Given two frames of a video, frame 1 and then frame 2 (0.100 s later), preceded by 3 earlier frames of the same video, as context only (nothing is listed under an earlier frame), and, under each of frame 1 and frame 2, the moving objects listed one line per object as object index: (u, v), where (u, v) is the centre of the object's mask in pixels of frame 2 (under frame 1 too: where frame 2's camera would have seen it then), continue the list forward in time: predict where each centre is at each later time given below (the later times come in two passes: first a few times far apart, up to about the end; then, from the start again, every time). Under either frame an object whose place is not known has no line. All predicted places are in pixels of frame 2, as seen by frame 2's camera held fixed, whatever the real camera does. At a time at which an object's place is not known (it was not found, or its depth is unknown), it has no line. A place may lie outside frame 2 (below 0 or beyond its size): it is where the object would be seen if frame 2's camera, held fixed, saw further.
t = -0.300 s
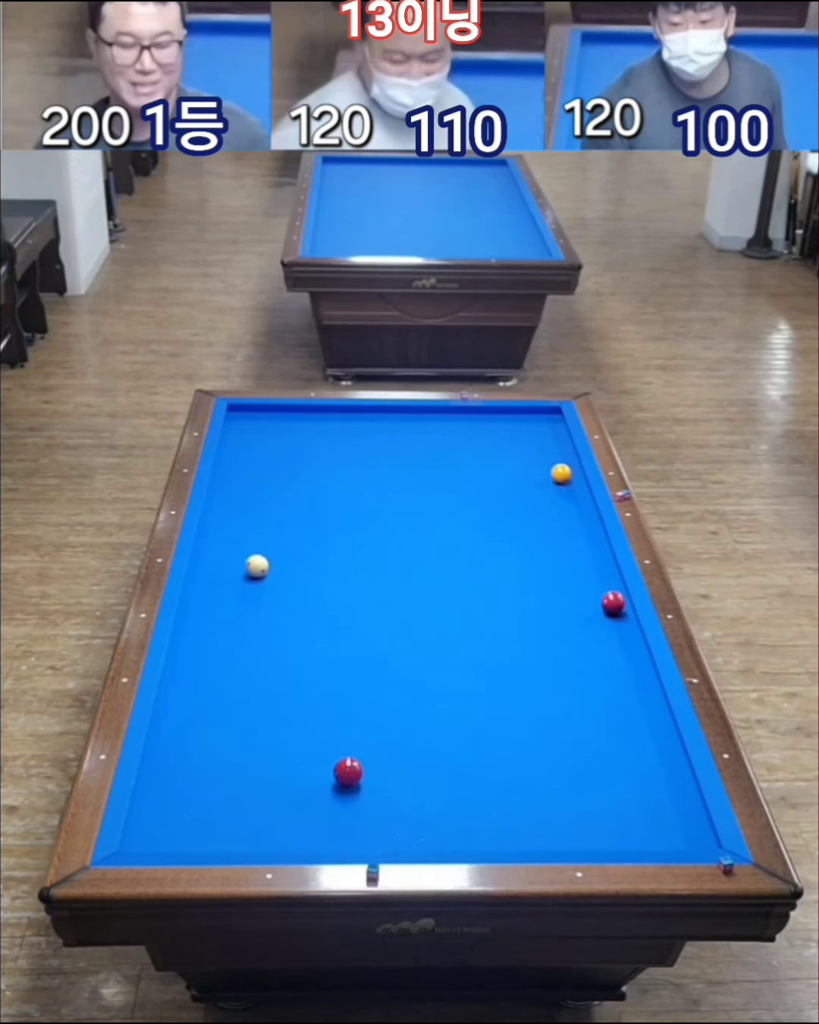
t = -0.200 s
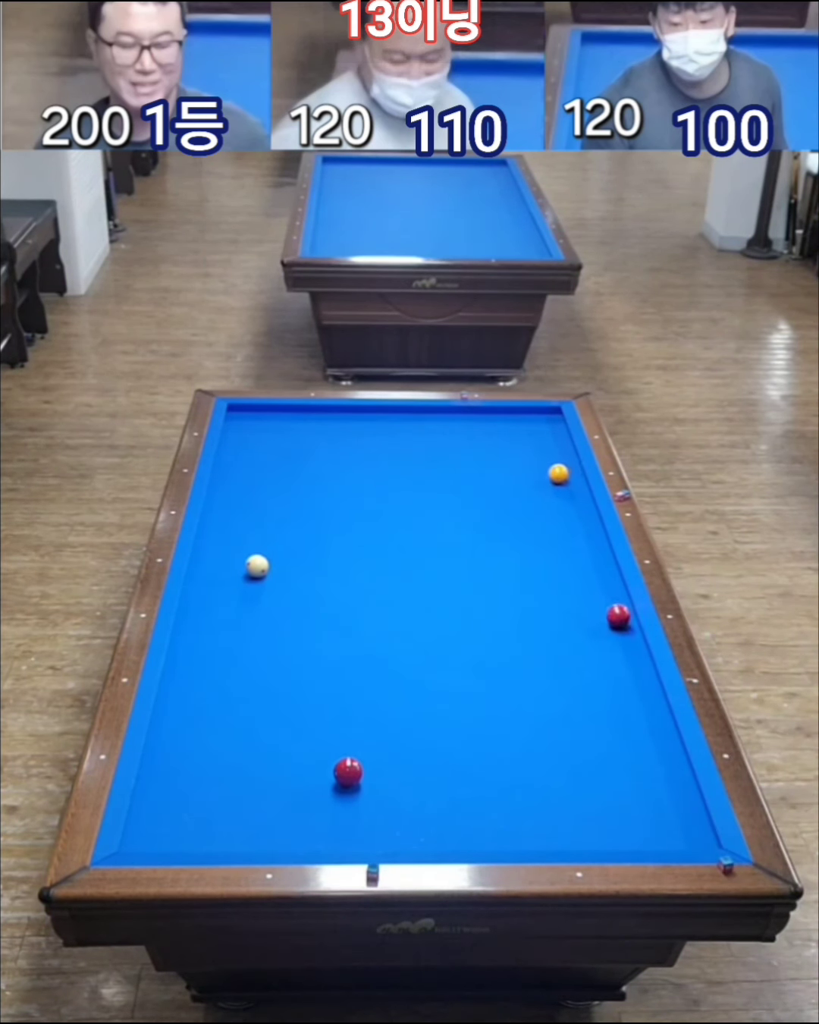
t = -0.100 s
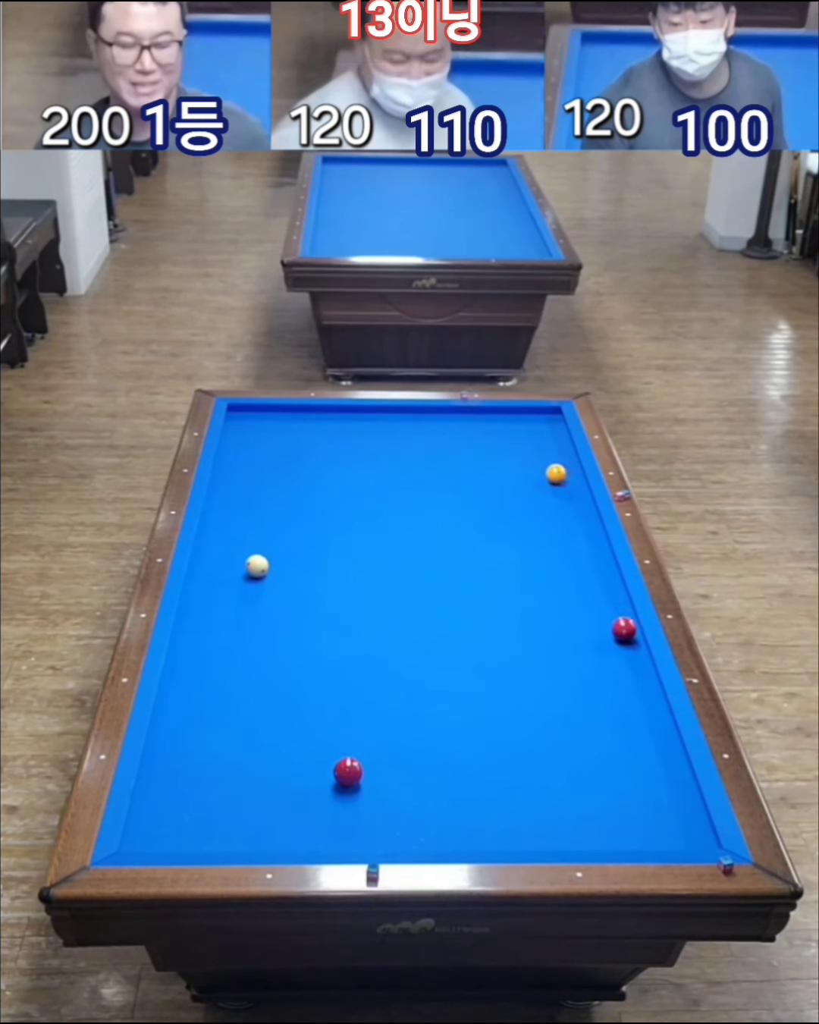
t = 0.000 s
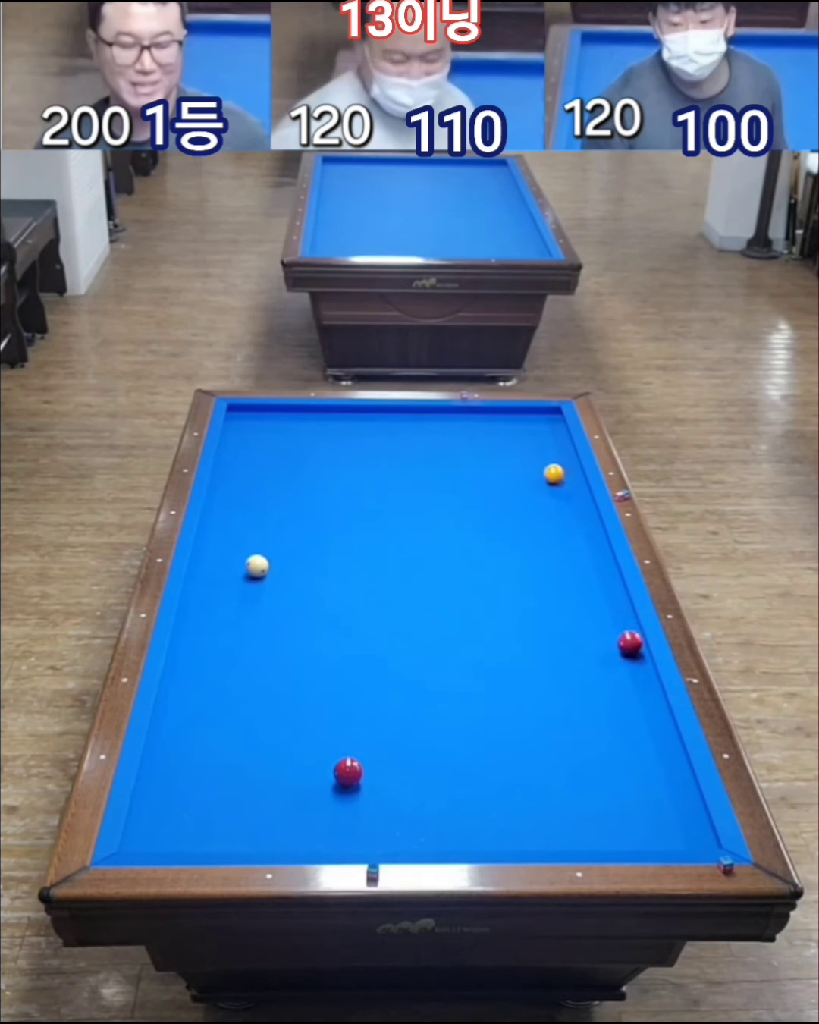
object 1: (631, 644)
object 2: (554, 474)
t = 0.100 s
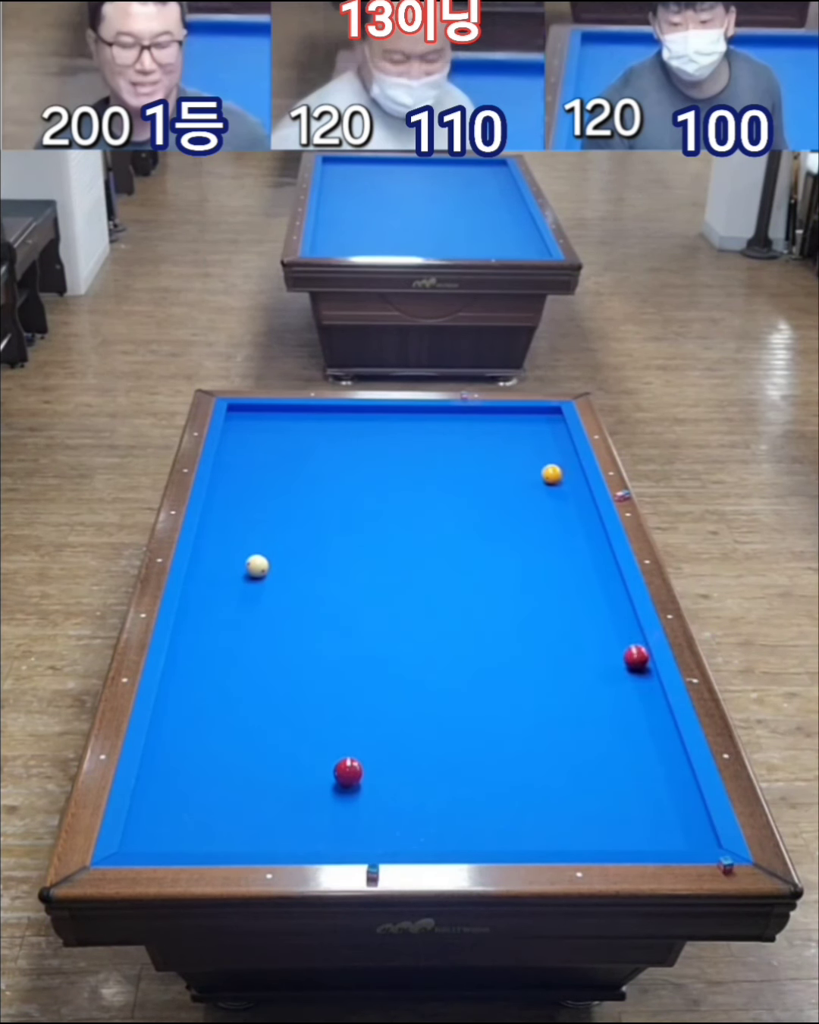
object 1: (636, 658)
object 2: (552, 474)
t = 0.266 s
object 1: (648, 684)
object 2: (548, 475)
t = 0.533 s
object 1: (661, 726)
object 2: (544, 475)
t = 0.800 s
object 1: (674, 771)
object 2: (540, 475)
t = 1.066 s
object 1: (687, 820)
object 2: (537, 476)
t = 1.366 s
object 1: (687, 826)
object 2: (534, 476)
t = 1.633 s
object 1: (678, 800)
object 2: (533, 476)
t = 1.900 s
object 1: (669, 777)
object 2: (532, 476)
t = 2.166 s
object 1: (661, 755)
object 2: (532, 476)
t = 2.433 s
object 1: (654, 735)
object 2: (533, 476)
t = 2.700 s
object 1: (647, 717)
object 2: (533, 476)
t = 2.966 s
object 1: (641, 701)
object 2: (533, 476)
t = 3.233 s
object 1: (635, 685)
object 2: (533, 476)
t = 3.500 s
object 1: (630, 670)
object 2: (532, 476)
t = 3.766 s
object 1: (624, 657)
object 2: (533, 476)
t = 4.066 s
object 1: (618, 643)
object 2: (532, 476)
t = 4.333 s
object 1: (613, 632)
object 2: (532, 476)
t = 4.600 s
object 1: (609, 621)
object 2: (532, 476)
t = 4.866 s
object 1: (605, 611)
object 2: (532, 476)
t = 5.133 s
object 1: (601, 603)
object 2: (532, 476)
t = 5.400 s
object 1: (597, 595)
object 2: (533, 476)
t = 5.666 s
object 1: (593, 587)
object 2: (532, 476)
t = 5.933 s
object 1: (591, 580)
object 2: (533, 476)
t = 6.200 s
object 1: (590, 573)
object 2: (532, 476)
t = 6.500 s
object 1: (589, 567)
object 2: (532, 476)
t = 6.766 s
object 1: (588, 562)
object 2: (532, 476)
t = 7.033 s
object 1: (588, 557)
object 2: (532, 476)
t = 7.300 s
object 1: (588, 553)
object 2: (532, 476)
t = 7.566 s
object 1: (588, 550)
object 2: (532, 476)
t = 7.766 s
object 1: (588, 548)
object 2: (532, 476)
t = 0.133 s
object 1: (639, 664)
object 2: (551, 475)
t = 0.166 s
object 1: (641, 669)
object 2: (550, 475)
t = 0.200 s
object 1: (644, 674)
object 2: (550, 474)
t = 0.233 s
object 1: (646, 679)
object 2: (549, 474)
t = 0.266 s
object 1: (648, 684)
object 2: (548, 475)
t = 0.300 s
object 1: (650, 689)
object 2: (548, 475)
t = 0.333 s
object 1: (652, 694)
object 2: (547, 475)
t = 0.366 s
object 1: (654, 699)
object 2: (547, 474)
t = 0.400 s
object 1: (656, 705)
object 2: (546, 475)
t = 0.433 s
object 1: (657, 710)
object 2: (545, 475)
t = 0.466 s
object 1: (659, 715)
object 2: (545, 475)
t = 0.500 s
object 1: (660, 720)
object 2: (544, 475)
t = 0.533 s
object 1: (661, 726)
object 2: (544, 475)
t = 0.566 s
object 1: (663, 730)
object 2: (543, 475)
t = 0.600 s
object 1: (665, 737)
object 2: (543, 475)
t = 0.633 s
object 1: (666, 742)
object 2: (542, 475)
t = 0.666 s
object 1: (668, 748)
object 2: (542, 475)
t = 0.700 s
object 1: (668, 752)
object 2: (541, 475)
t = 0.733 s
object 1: (670, 758)
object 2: (541, 475)
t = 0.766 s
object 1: (672, 765)
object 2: (540, 475)
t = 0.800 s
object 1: (674, 771)
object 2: (540, 475)
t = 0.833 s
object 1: (675, 777)
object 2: (539, 475)
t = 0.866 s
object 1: (677, 782)
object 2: (539, 475)
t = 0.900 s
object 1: (678, 789)
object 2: (539, 475)
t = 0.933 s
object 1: (680, 795)
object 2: (538, 475)
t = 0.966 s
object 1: (682, 801)
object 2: (538, 475)
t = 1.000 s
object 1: (684, 808)
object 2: (538, 475)
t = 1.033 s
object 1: (685, 814)
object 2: (537, 476)
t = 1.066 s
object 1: (687, 820)
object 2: (537, 476)
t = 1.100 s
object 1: (689, 826)
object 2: (537, 475)
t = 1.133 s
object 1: (690, 831)
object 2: (536, 476)
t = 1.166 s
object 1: (690, 834)
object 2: (536, 476)
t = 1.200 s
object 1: (692, 838)
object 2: (535, 476)
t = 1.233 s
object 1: (692, 838)
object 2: (535, 476)
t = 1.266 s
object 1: (690, 835)
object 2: (535, 476)
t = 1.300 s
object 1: (689, 832)
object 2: (535, 476)
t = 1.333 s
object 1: (689, 831)
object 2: (534, 476)
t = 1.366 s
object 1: (687, 826)
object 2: (534, 476)
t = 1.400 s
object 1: (686, 822)
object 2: (534, 476)
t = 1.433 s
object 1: (684, 819)
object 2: (534, 476)
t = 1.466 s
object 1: (683, 816)
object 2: (534, 476)
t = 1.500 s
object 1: (682, 813)
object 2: (534, 476)
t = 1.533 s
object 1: (681, 809)
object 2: (533, 476)
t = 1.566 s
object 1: (680, 806)
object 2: (533, 476)
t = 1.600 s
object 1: (679, 803)
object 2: (533, 476)
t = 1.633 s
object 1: (678, 800)
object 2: (533, 476)
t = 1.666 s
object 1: (677, 797)
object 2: (533, 476)
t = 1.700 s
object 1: (676, 794)
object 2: (533, 476)
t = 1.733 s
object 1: (675, 791)
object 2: (533, 476)
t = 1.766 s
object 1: (674, 788)
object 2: (533, 476)
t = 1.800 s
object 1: (673, 785)
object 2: (533, 476)
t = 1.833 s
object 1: (671, 782)
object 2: (533, 476)
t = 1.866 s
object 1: (670, 779)
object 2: (532, 476)
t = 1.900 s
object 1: (669, 777)
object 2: (532, 476)
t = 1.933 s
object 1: (668, 774)
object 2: (533, 476)
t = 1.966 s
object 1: (667, 771)
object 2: (533, 476)
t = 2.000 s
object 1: (667, 768)
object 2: (532, 476)
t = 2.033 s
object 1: (665, 766)
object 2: (533, 476)
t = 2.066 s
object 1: (664, 763)
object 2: (533, 476)
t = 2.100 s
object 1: (663, 760)
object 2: (532, 476)
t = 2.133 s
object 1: (662, 758)
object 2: (532, 476)
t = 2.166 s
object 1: (661, 755)
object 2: (532, 476)
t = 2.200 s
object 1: (660, 752)
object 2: (532, 476)
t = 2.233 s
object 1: (659, 750)
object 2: (532, 476)
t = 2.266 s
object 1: (659, 748)
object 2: (532, 476)
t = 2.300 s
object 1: (658, 745)
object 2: (532, 476)
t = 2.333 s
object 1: (656, 743)
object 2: (532, 476)
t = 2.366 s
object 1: (656, 740)
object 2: (533, 476)
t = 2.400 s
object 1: (655, 737)
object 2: (533, 476)
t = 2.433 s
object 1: (654, 735)
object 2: (533, 476)
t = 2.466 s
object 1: (653, 733)
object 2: (533, 476)
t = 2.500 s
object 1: (652, 730)
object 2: (533, 476)
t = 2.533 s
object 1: (651, 728)
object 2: (533, 476)
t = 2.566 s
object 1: (651, 726)
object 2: (533, 476)
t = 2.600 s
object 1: (650, 724)
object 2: (533, 476)
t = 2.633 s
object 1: (649, 722)
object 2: (533, 476)
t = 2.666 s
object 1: (648, 719)
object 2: (533, 476)
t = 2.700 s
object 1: (647, 717)
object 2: (533, 476)
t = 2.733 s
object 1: (646, 715)
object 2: (533, 476)
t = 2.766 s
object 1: (645, 713)
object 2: (533, 476)
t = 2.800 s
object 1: (645, 711)
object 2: (533, 476)
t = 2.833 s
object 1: (644, 708)
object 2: (533, 476)
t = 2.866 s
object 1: (643, 707)
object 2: (533, 476)
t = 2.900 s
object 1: (642, 705)
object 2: (533, 476)
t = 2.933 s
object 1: (642, 703)
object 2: (533, 476)
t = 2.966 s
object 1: (641, 701)
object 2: (533, 476)
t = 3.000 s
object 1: (640, 698)
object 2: (533, 476)
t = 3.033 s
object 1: (639, 697)
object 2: (533, 476)
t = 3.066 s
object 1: (639, 695)
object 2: (533, 476)
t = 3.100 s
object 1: (638, 692)
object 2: (532, 476)
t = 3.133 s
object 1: (637, 691)
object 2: (532, 476)
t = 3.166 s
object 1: (637, 689)
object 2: (532, 476)
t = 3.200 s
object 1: (636, 687)
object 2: (532, 476)
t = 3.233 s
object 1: (635, 685)
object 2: (533, 476)
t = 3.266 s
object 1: (635, 683)
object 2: (532, 476)
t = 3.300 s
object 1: (634, 681)
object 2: (532, 476)
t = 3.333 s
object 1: (634, 680)
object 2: (532, 476)
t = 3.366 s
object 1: (632, 677)
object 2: (532, 476)
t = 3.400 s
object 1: (632, 675)
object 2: (532, 476)
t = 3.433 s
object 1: (631, 674)
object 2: (532, 476)
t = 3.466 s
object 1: (630, 672)
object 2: (532, 476)
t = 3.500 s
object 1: (630, 670)
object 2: (532, 476)
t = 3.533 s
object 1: (629, 669)
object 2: (532, 476)
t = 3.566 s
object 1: (628, 667)
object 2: (532, 476)
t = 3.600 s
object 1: (628, 665)
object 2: (532, 476)
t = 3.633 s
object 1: (627, 664)
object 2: (533, 476)
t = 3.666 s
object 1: (626, 662)
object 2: (533, 476)
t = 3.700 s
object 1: (626, 660)
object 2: (533, 476)
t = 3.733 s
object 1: (625, 659)
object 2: (533, 476)
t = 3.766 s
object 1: (624, 657)
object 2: (533, 476)
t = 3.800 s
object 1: (624, 656)
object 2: (533, 476)
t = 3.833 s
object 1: (623, 654)
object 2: (533, 476)
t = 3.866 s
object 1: (622, 652)
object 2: (533, 476)
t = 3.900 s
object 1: (622, 651)
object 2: (533, 476)
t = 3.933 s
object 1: (621, 649)
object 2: (533, 476)
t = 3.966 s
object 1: (620, 648)
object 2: (533, 476)
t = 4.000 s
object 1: (620, 646)
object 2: (533, 476)
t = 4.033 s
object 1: (619, 645)
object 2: (533, 476)
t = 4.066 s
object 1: (618, 643)
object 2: (532, 476)
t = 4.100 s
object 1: (618, 642)
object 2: (533, 476)
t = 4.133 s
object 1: (617, 640)
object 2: (533, 476)
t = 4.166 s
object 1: (616, 639)
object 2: (532, 476)
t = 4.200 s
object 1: (616, 637)
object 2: (532, 476)
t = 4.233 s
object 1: (615, 636)
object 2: (533, 476)
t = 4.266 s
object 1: (615, 635)
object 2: (532, 476)
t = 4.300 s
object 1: (614, 633)
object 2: (532, 476)
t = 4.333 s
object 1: (613, 632)
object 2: (532, 476)
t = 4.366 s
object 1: (613, 631)
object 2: (532, 476)
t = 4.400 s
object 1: (612, 629)
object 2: (532, 476)
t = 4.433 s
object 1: (611, 628)
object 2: (532, 476)
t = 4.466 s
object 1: (611, 627)
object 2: (533, 476)
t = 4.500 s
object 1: (611, 625)
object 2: (532, 476)
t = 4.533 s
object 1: (610, 624)
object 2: (532, 476)
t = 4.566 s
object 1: (609, 622)
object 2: (532, 476)
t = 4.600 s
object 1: (609, 621)
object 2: (532, 476)
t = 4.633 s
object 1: (608, 620)
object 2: (532, 476)
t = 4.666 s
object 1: (607, 619)
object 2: (532, 476)
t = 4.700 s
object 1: (607, 618)
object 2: (532, 476)
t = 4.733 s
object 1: (606, 616)
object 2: (532, 476)
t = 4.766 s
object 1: (606, 615)
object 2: (532, 476)
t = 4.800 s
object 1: (606, 614)
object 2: (532, 476)
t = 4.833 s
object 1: (605, 613)
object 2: (532, 476)
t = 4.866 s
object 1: (605, 611)
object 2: (532, 476)
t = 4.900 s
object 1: (604, 610)
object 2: (533, 476)
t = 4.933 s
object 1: (604, 609)
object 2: (533, 476)
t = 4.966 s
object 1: (603, 608)
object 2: (533, 476)
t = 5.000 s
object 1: (603, 607)
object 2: (532, 476)
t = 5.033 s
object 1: (602, 606)
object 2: (532, 476)
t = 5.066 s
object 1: (602, 605)
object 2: (532, 476)
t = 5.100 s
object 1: (601, 604)
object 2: (532, 476)
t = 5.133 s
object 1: (601, 603)
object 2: (532, 476)
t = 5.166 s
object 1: (600, 602)
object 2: (532, 476)
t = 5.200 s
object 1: (600, 601)
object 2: (532, 476)
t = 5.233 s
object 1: (599, 599)
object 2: (532, 476)
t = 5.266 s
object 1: (599, 598)
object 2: (533, 476)
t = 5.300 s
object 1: (598, 597)
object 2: (533, 476)
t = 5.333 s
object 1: (598, 596)
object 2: (533, 476)
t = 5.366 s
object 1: (597, 595)
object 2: (533, 476)
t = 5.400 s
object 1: (597, 595)
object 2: (533, 476)
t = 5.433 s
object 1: (596, 593)
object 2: (533, 476)
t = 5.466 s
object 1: (596, 592)
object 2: (533, 476)
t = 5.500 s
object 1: (595, 591)
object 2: (532, 476)
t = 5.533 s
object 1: (595, 590)
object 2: (533, 476)
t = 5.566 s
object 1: (595, 589)
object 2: (532, 476)
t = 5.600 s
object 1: (594, 588)
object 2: (532, 476)
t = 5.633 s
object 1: (594, 587)
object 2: (533, 476)
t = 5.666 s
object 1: (593, 587)
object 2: (532, 476)
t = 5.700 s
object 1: (593, 586)
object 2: (532, 476)
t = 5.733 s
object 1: (593, 585)
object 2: (532, 476)
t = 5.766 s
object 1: (592, 584)
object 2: (533, 476)
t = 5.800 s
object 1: (592, 583)
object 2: (532, 476)
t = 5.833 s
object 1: (592, 583)
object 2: (533, 476)
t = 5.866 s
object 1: (592, 582)
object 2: (532, 476)
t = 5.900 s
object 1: (591, 581)
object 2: (532, 476)
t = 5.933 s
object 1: (591, 580)
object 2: (533, 476)
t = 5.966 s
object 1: (591, 579)
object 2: (532, 476)
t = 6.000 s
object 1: (591, 578)
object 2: (533, 476)
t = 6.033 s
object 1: (590, 577)
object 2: (533, 476)
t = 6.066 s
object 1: (590, 577)
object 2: (532, 476)
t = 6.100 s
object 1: (590, 576)
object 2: (532, 476)
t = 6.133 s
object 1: (590, 575)
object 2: (532, 476)
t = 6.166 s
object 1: (590, 574)
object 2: (532, 476)
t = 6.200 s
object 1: (590, 573)
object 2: (532, 476)
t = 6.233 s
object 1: (589, 573)
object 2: (532, 476)
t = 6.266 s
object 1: (589, 572)
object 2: (532, 476)
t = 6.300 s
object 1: (589, 571)
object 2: (532, 476)
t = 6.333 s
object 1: (589, 570)
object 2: (532, 476)
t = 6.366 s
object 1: (589, 570)
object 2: (532, 476)
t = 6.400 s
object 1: (589, 569)
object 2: (532, 476)
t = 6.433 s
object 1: (589, 569)
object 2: (532, 476)
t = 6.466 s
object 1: (589, 568)
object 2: (532, 476)
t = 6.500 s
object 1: (589, 567)
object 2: (532, 476)
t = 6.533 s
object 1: (589, 567)
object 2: (532, 476)
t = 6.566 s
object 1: (589, 566)
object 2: (532, 476)
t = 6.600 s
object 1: (589, 565)
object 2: (532, 476)
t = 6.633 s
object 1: (589, 565)
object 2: (532, 476)
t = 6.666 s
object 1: (589, 564)
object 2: (532, 476)
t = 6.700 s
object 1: (588, 563)
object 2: (532, 476)
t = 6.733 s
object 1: (588, 563)
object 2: (532, 476)
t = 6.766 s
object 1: (588, 562)
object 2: (532, 476)
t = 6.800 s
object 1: (589, 561)
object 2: (532, 476)
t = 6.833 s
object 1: (588, 561)
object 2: (532, 476)
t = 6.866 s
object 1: (588, 560)
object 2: (532, 476)
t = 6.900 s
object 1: (588, 560)
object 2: (532, 476)
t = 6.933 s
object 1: (588, 559)
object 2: (532, 476)
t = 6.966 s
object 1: (588, 558)
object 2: (532, 476)
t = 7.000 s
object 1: (588, 558)
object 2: (532, 476)
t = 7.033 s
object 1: (588, 557)
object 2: (532, 476)
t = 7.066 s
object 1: (588, 557)
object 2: (532, 476)
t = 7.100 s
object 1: (588, 556)
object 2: (532, 476)
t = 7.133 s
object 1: (588, 556)
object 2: (532, 476)
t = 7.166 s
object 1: (588, 555)
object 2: (532, 476)
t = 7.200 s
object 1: (588, 555)
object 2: (532, 476)
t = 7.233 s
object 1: (588, 554)
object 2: (532, 476)
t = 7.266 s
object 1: (588, 554)
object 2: (532, 476)
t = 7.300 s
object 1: (588, 553)
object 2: (532, 476)
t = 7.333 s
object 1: (588, 553)
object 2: (532, 476)
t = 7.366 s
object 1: (588, 553)
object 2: (532, 476)
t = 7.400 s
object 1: (588, 552)
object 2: (532, 476)
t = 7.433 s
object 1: (588, 552)
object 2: (532, 476)
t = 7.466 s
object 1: (588, 551)
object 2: (532, 476)
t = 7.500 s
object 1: (588, 551)
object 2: (532, 476)
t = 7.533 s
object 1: (588, 550)
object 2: (532, 476)
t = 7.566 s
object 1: (588, 550)
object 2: (532, 476)
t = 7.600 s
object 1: (588, 550)
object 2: (532, 476)
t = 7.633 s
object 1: (588, 549)
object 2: (532, 476)
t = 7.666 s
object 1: (588, 549)
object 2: (532, 476)
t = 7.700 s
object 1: (588, 548)
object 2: (532, 476)
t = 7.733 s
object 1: (588, 548)
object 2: (532, 476)
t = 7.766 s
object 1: (588, 548)
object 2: (532, 476)
